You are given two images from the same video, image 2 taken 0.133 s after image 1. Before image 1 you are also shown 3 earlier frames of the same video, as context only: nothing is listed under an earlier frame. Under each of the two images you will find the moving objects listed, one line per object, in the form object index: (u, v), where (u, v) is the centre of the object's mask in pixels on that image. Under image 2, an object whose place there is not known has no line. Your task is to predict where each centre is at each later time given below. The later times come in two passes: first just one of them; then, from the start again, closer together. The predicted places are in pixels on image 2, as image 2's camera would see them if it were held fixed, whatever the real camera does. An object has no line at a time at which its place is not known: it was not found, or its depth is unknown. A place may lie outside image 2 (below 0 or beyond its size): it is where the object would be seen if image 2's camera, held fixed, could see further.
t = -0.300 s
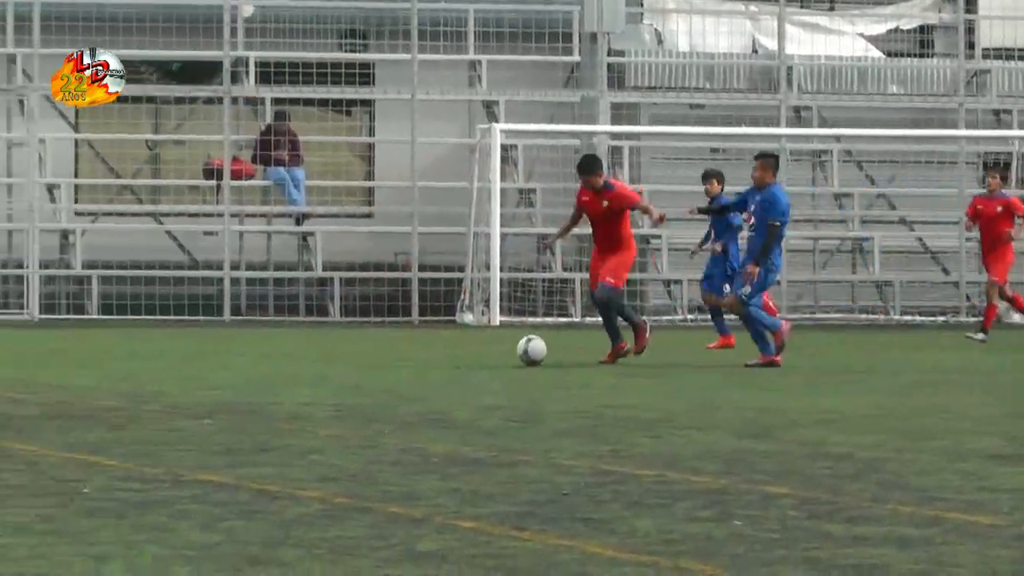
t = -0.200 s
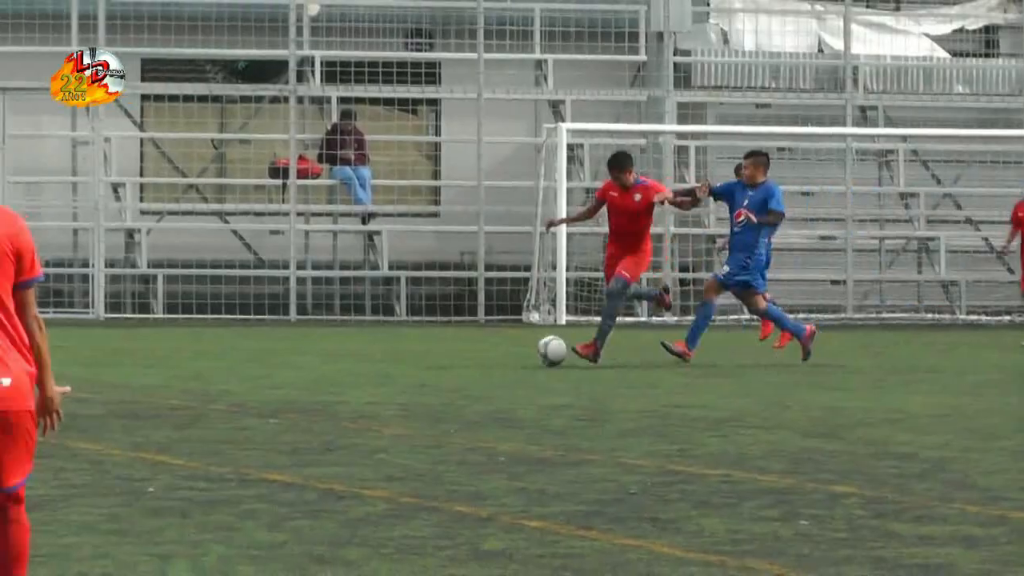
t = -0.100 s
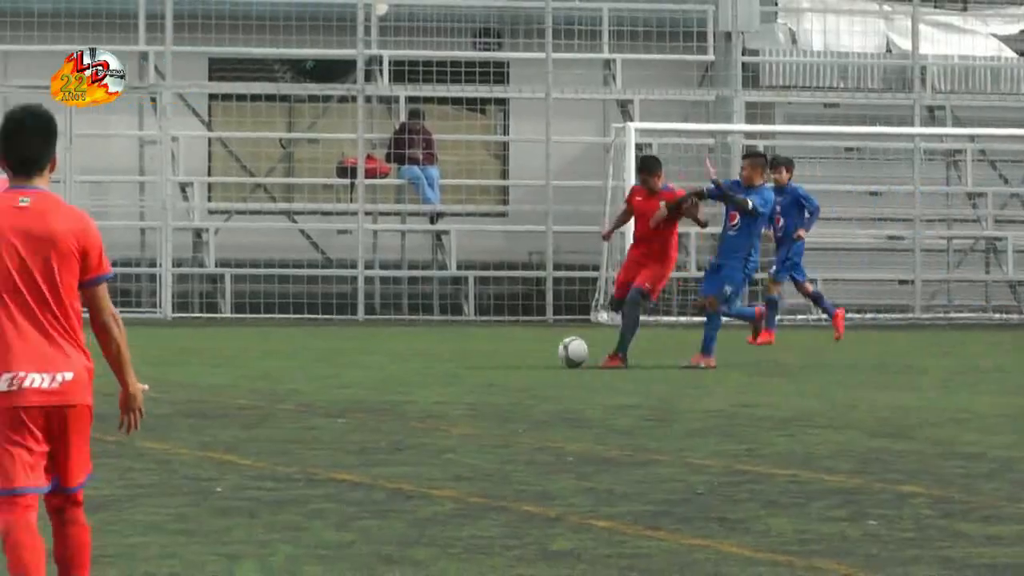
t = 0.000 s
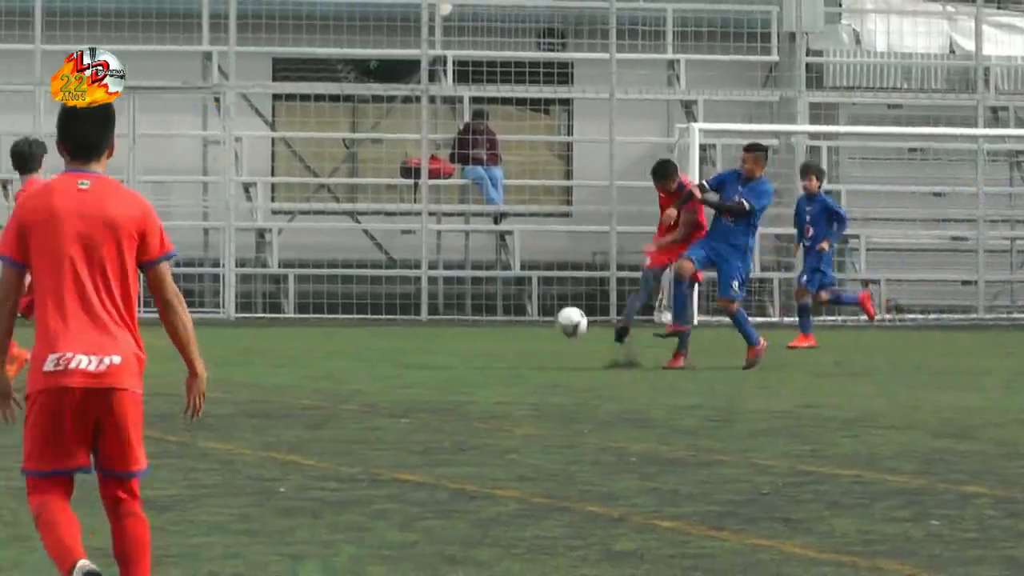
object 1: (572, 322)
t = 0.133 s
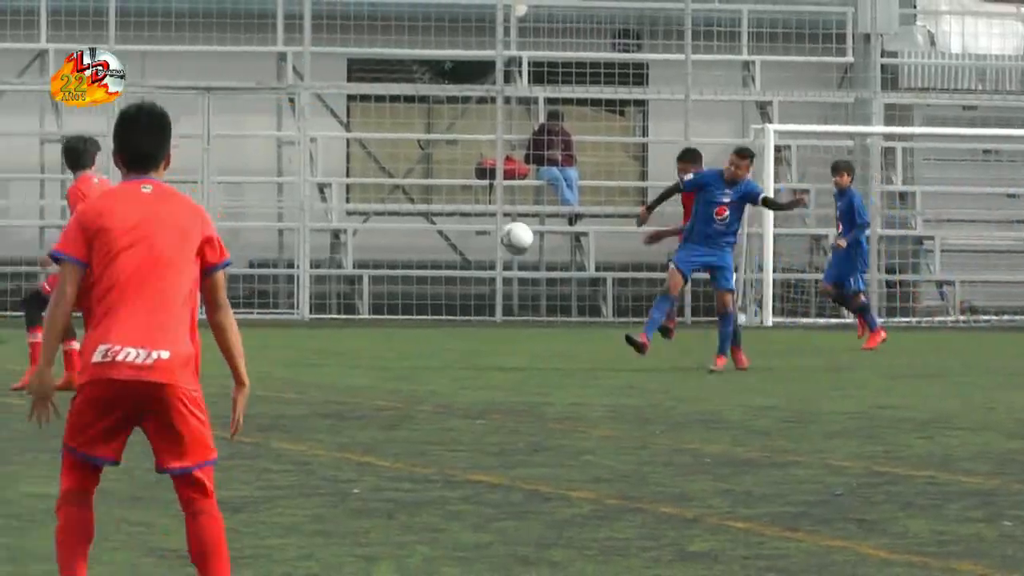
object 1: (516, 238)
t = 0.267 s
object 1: (377, 172)
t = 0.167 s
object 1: (483, 220)
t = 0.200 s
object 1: (447, 203)
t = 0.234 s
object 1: (412, 188)
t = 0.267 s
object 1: (377, 172)
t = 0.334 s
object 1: (300, 146)
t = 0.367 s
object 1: (258, 133)
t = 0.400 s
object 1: (213, 122)
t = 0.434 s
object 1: (169, 113)
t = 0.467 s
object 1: (123, 105)
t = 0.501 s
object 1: (75, 99)
